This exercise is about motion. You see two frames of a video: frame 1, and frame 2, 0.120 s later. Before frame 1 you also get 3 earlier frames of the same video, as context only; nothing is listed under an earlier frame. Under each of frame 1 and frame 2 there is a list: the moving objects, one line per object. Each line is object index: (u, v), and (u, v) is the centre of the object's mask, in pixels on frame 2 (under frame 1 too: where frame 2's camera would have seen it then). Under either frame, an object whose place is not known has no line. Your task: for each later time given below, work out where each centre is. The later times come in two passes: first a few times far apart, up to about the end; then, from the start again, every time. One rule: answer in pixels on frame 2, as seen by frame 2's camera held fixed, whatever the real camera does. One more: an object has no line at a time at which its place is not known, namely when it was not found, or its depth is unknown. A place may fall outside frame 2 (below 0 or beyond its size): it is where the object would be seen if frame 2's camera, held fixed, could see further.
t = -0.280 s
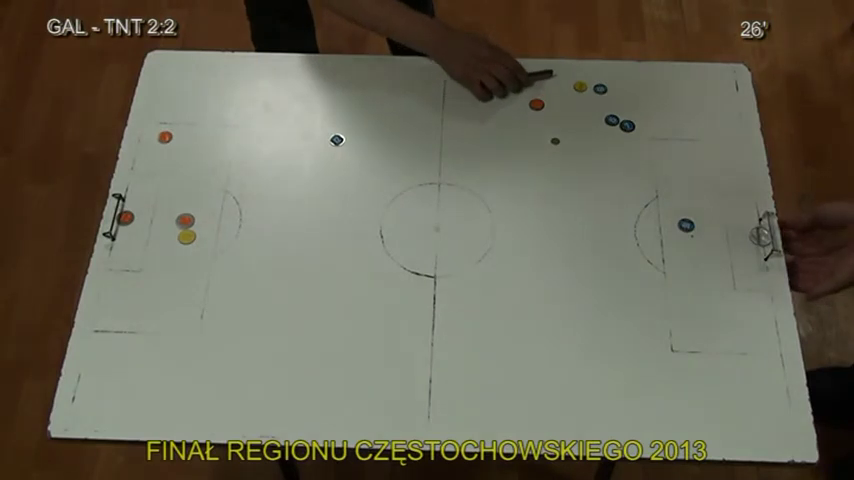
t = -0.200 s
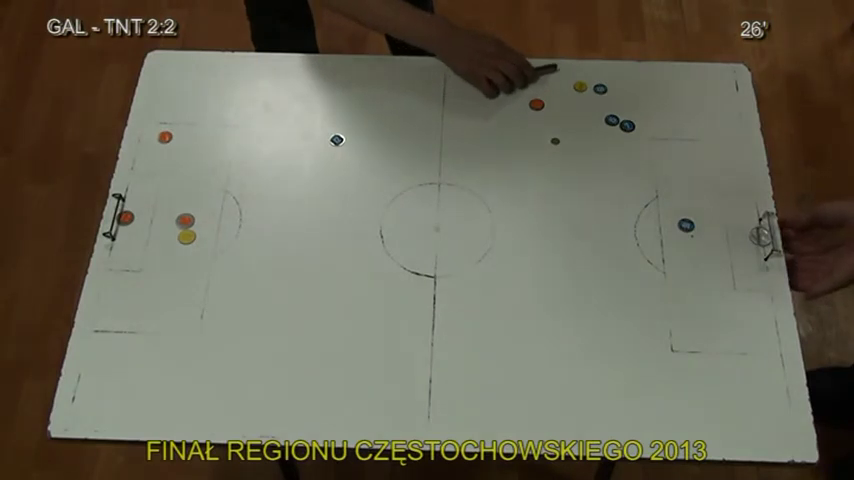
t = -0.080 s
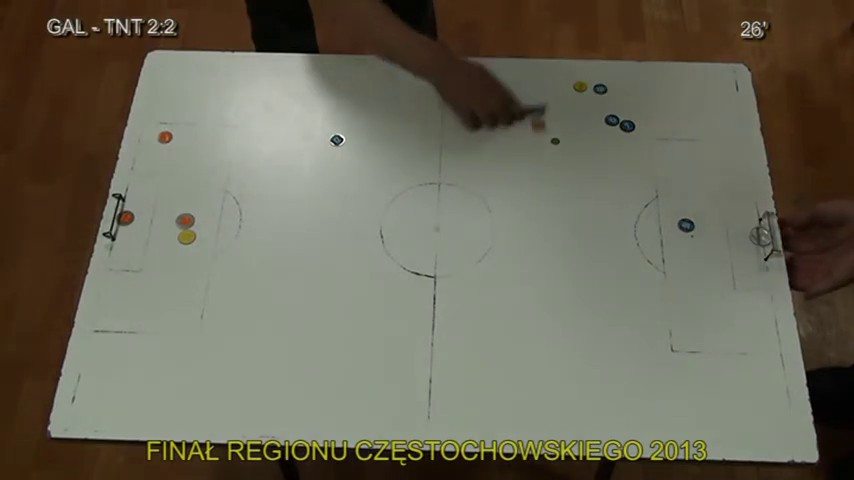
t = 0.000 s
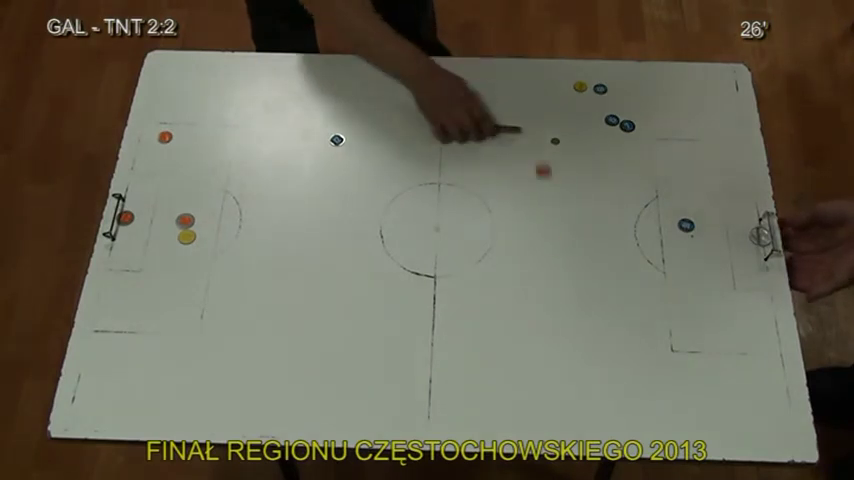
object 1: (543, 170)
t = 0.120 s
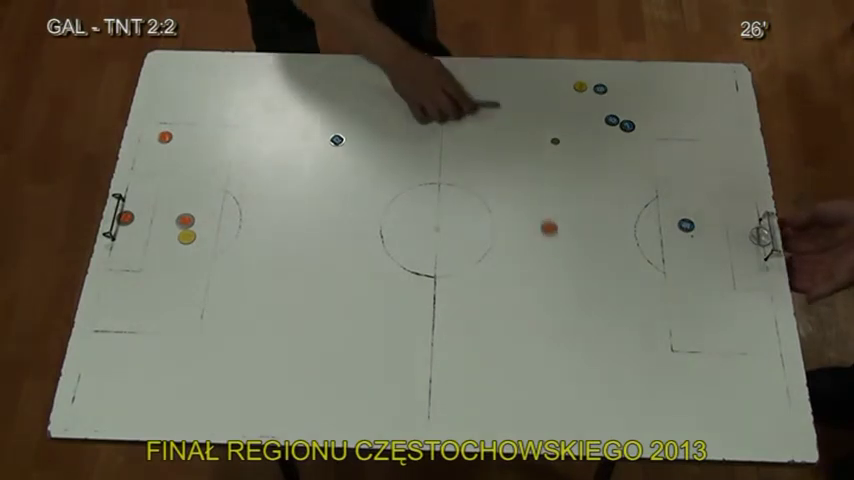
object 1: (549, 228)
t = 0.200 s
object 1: (552, 255)
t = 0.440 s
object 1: (557, 285)
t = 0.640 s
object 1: (557, 285)
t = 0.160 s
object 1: (551, 242)
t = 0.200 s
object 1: (552, 255)
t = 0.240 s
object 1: (554, 265)
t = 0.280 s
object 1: (555, 274)
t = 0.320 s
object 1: (556, 279)
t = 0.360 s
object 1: (556, 283)
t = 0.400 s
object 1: (557, 285)
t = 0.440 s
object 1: (557, 285)
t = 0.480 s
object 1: (557, 285)
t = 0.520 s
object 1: (557, 285)
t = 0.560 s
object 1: (557, 285)
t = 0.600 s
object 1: (557, 285)
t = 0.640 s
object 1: (557, 285)
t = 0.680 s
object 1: (557, 285)
